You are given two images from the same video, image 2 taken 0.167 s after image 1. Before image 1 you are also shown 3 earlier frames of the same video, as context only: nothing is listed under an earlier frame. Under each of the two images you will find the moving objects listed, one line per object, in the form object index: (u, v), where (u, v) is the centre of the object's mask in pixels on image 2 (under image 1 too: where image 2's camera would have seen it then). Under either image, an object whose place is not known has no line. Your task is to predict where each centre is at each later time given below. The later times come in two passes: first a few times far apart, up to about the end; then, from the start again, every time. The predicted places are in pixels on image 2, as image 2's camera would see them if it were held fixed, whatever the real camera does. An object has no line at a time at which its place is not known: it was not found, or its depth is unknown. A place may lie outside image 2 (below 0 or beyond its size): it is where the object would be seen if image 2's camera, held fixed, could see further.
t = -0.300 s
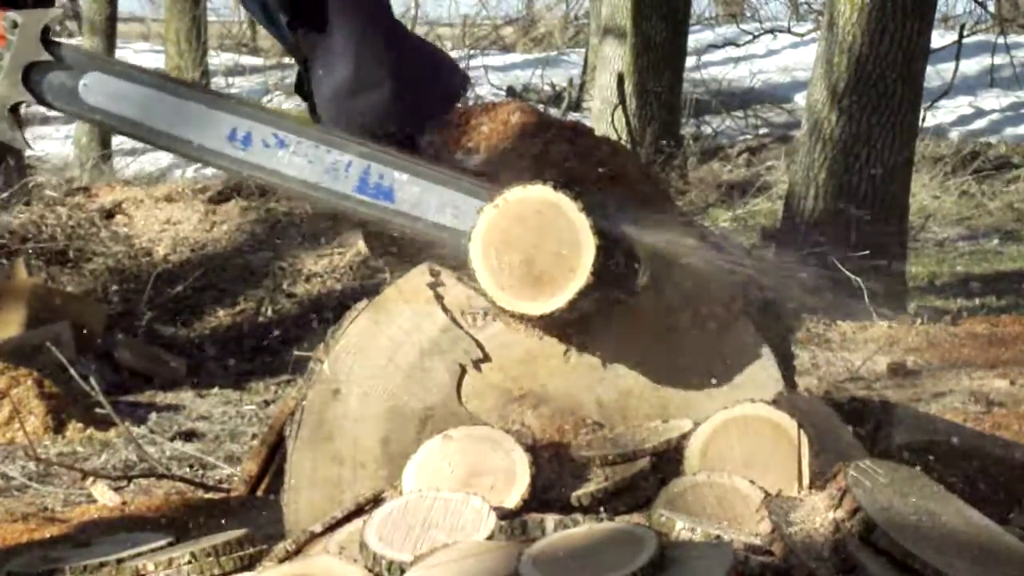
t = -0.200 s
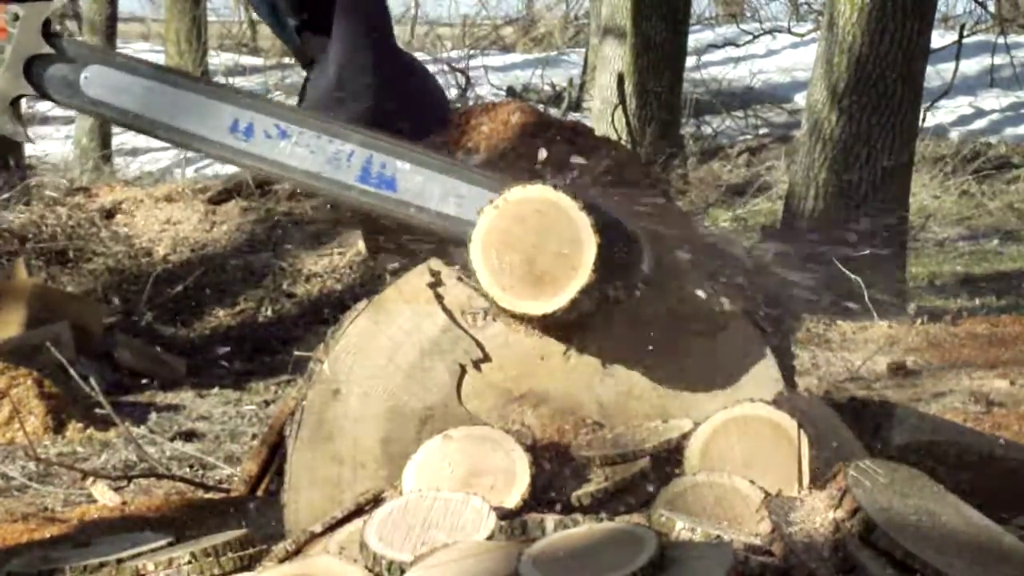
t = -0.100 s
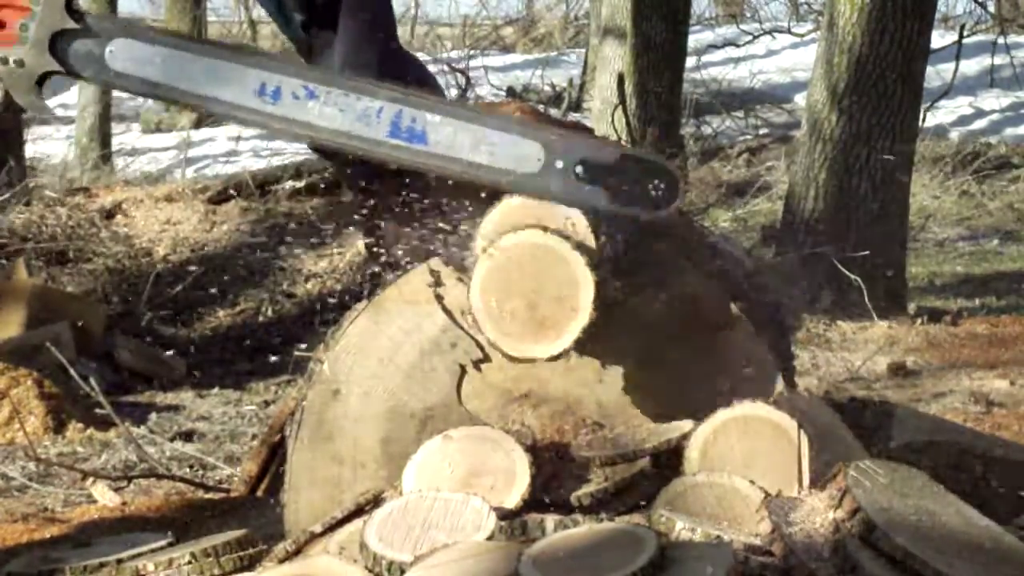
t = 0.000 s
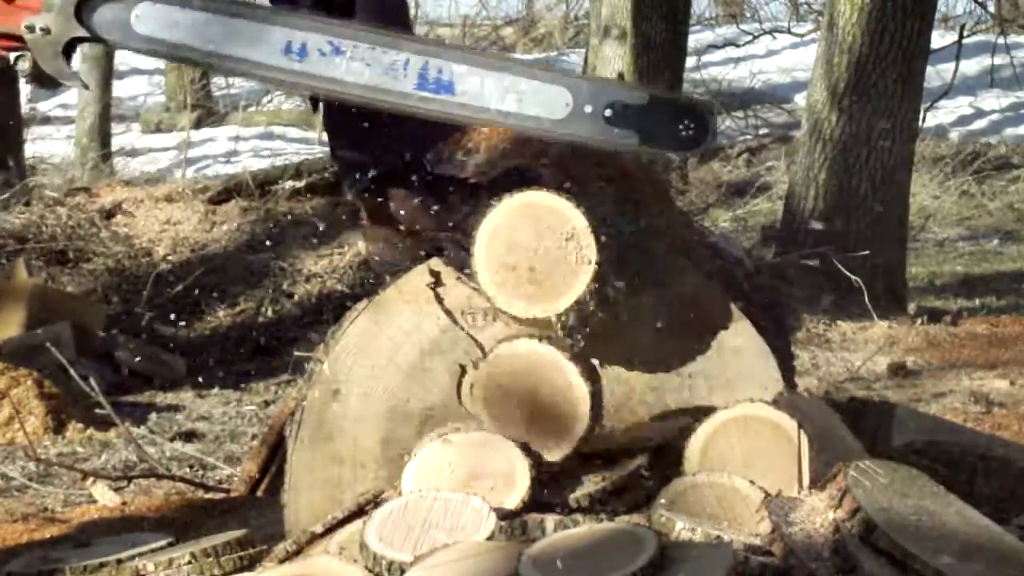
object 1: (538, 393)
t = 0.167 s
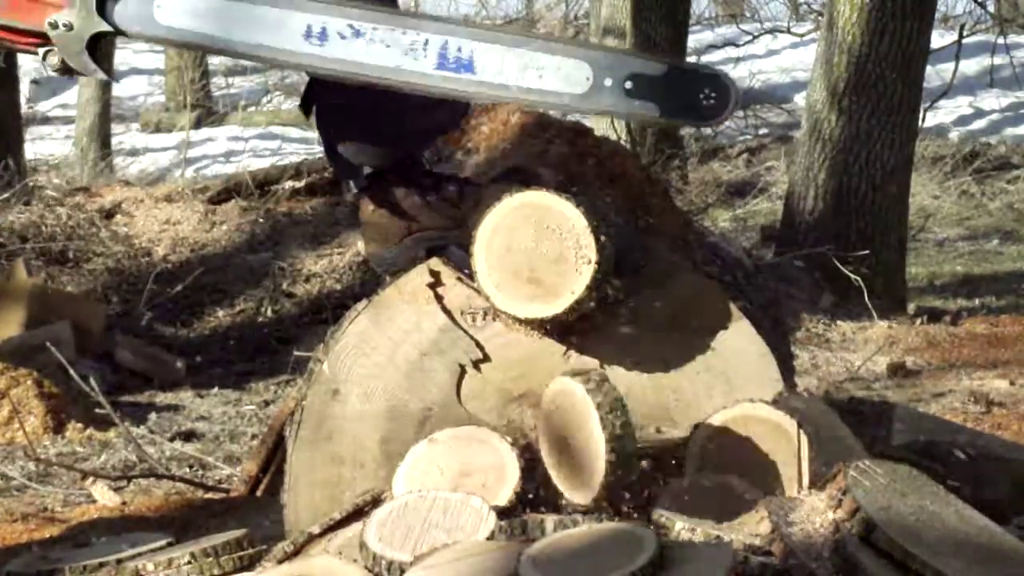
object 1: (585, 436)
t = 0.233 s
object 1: (594, 443)
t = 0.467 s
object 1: (647, 458)
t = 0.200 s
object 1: (590, 445)
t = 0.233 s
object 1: (594, 443)
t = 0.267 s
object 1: (608, 452)
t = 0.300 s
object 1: (614, 456)
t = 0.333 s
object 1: (619, 455)
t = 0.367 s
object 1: (624, 455)
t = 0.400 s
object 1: (631, 454)
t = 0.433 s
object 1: (639, 455)
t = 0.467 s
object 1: (647, 458)
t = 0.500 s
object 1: (657, 462)
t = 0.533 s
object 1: (667, 466)
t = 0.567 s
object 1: (679, 473)
